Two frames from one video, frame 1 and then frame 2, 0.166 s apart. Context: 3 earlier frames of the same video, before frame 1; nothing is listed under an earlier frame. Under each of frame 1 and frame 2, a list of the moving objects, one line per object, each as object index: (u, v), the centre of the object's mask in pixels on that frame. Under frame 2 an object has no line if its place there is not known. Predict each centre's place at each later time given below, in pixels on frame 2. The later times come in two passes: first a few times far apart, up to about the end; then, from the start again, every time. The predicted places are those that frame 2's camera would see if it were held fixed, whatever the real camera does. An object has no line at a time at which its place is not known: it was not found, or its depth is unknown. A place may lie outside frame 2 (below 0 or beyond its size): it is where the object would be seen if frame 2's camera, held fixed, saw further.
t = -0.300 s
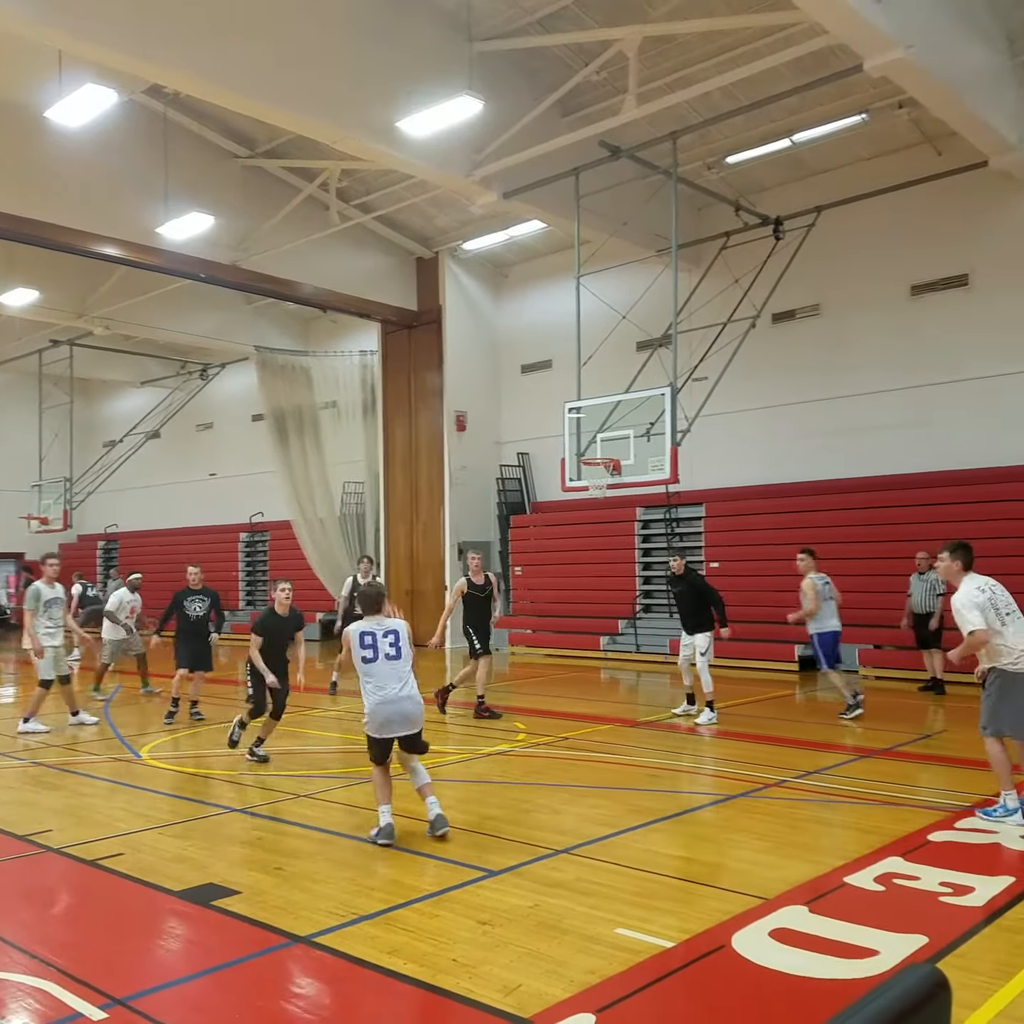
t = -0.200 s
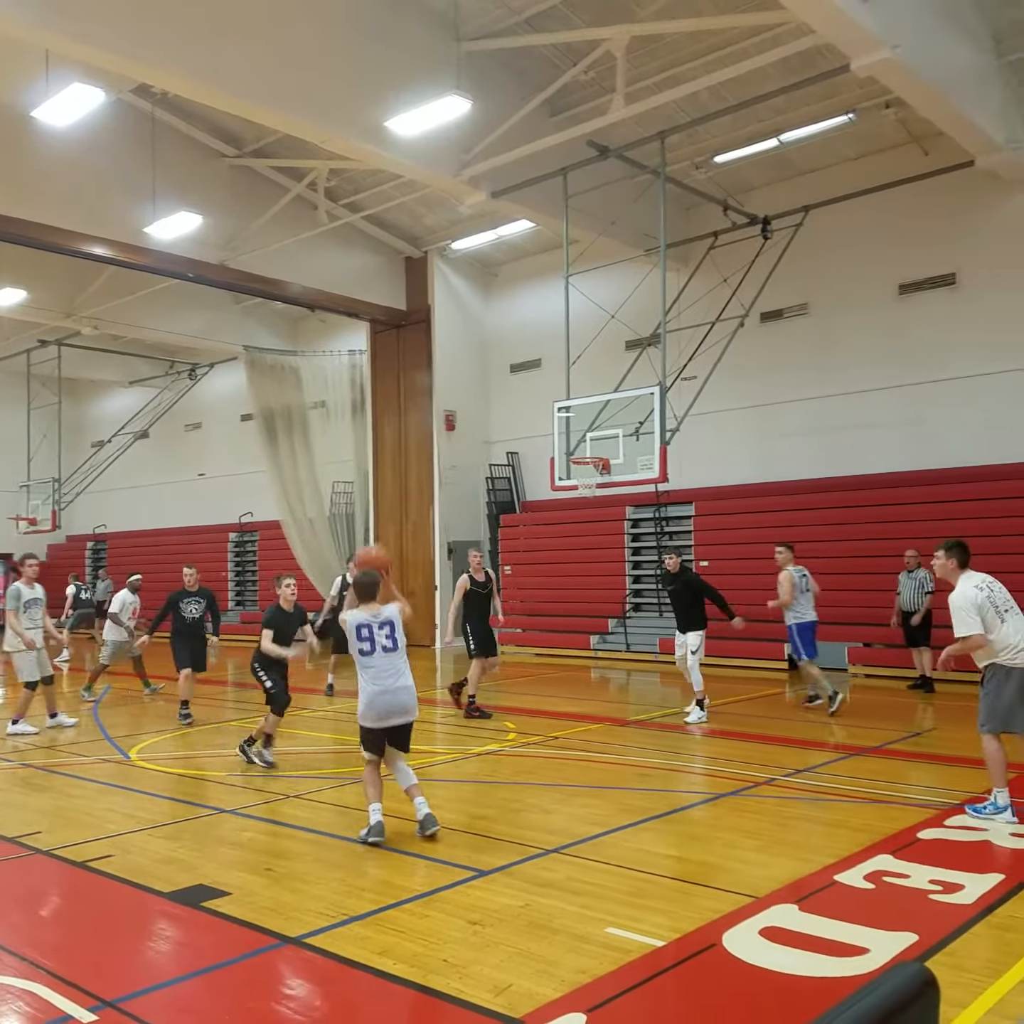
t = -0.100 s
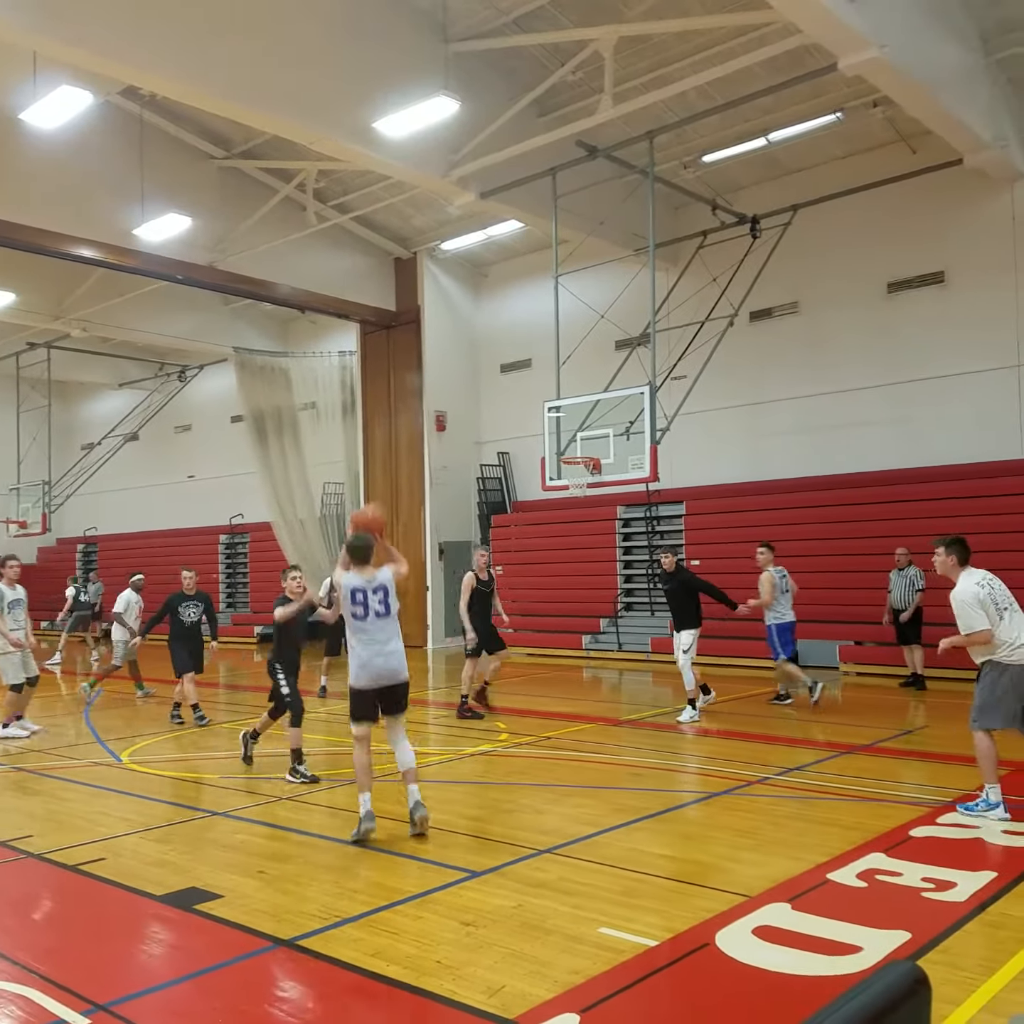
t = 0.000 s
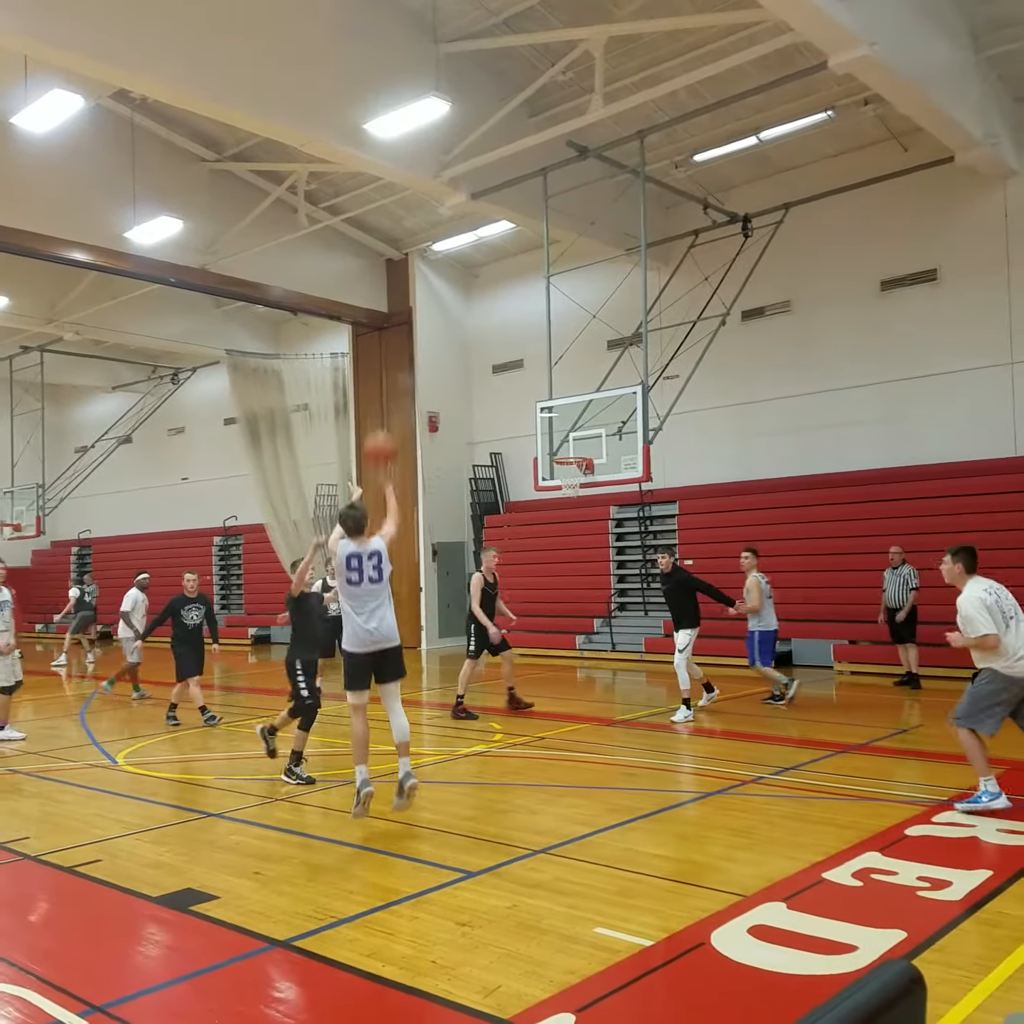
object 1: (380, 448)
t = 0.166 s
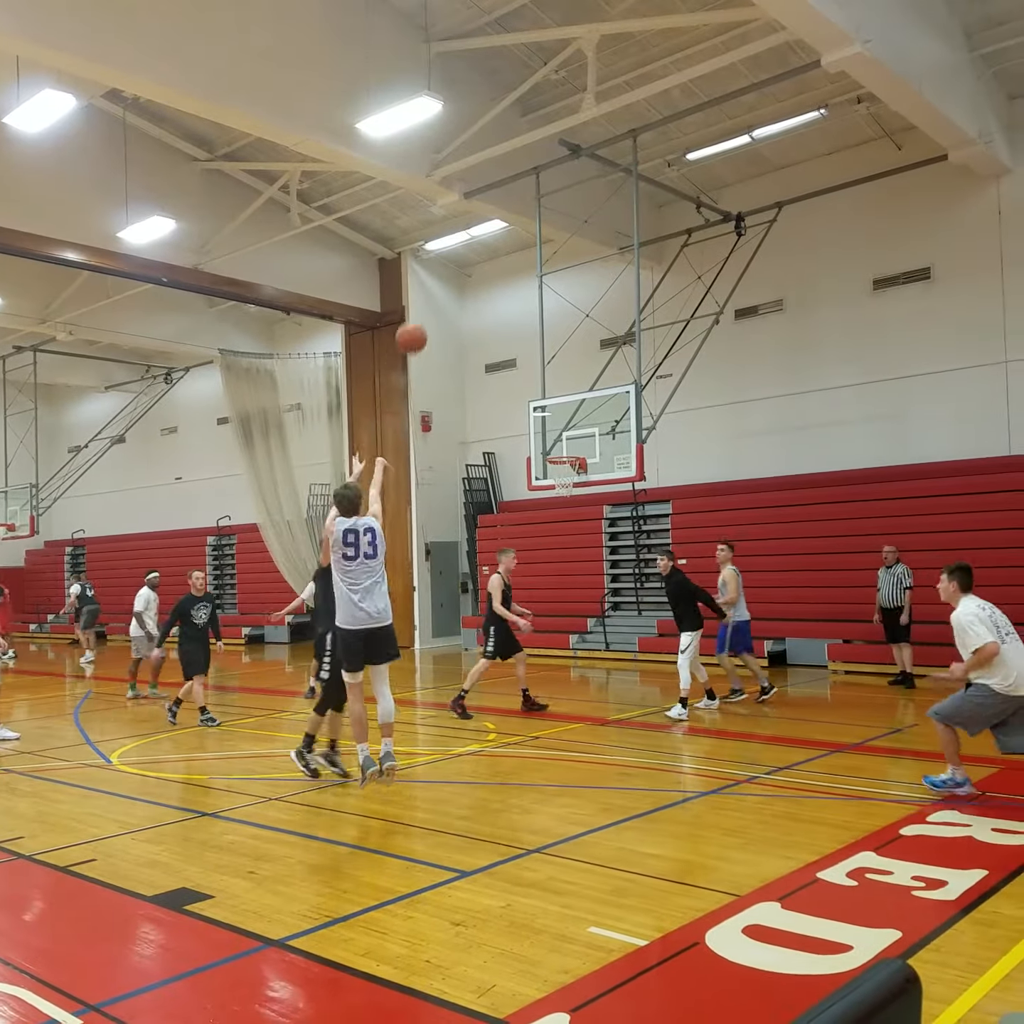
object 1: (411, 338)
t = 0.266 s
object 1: (431, 298)
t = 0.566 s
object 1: (478, 260)
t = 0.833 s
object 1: (512, 301)
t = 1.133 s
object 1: (544, 400)
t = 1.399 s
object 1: (593, 428)
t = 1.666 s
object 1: (675, 411)
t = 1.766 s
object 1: (709, 418)
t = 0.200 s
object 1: (419, 323)
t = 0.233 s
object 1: (425, 309)
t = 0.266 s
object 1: (431, 298)
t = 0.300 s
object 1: (437, 288)
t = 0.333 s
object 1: (442, 279)
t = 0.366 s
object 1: (447, 273)
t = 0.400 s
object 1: (453, 268)
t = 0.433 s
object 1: (458, 264)
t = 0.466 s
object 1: (464, 262)
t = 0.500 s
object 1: (468, 261)
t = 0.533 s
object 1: (474, 260)
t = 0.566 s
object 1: (478, 260)
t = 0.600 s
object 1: (483, 262)
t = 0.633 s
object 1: (487, 264)
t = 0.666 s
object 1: (492, 269)
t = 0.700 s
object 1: (495, 272)
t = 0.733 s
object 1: (500, 279)
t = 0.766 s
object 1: (504, 285)
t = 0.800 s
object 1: (508, 293)
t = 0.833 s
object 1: (512, 301)
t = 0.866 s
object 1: (516, 310)
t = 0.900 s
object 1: (520, 319)
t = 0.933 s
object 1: (523, 329)
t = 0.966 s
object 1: (527, 340)
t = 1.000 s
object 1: (530, 351)
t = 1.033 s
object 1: (534, 362)
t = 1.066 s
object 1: (537, 374)
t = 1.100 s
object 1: (540, 387)
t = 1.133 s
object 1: (544, 400)
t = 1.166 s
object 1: (547, 414)
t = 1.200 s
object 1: (551, 428)
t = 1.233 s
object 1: (553, 443)
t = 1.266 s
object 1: (556, 456)
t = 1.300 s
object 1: (566, 448)
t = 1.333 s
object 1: (575, 441)
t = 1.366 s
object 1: (584, 434)
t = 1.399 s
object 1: (593, 428)
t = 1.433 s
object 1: (602, 423)
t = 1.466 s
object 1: (611, 419)
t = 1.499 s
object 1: (621, 416)
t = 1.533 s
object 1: (631, 414)
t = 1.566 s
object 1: (643, 411)
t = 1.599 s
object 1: (653, 410)
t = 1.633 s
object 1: (663, 410)
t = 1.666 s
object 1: (675, 411)
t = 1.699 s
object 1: (686, 412)
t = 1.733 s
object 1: (698, 415)
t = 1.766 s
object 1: (709, 418)
